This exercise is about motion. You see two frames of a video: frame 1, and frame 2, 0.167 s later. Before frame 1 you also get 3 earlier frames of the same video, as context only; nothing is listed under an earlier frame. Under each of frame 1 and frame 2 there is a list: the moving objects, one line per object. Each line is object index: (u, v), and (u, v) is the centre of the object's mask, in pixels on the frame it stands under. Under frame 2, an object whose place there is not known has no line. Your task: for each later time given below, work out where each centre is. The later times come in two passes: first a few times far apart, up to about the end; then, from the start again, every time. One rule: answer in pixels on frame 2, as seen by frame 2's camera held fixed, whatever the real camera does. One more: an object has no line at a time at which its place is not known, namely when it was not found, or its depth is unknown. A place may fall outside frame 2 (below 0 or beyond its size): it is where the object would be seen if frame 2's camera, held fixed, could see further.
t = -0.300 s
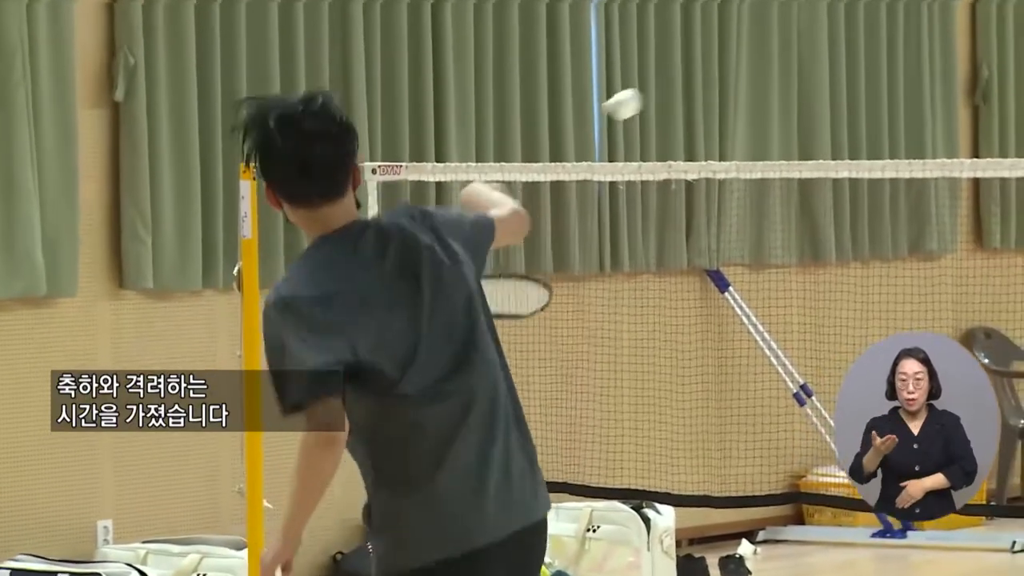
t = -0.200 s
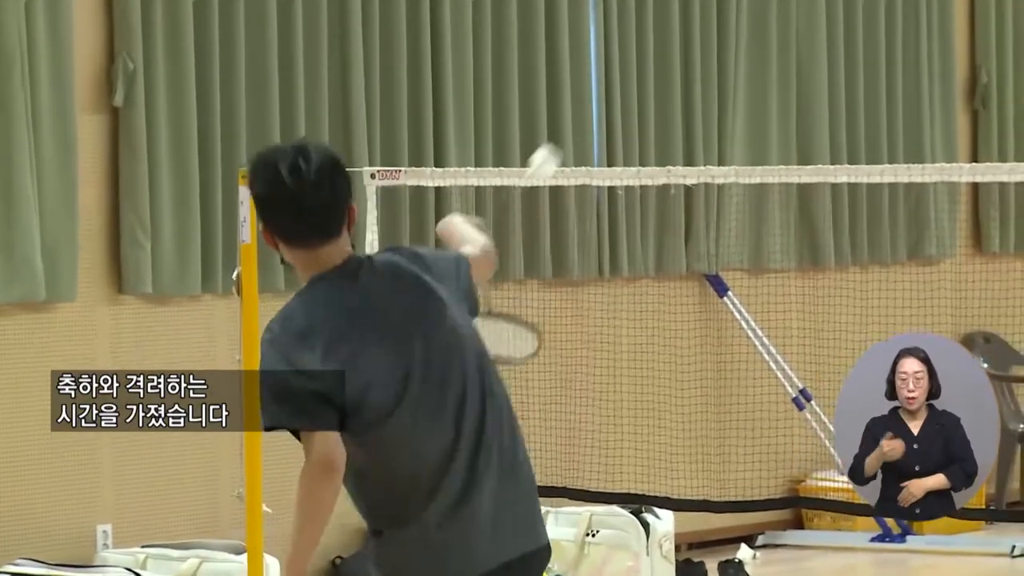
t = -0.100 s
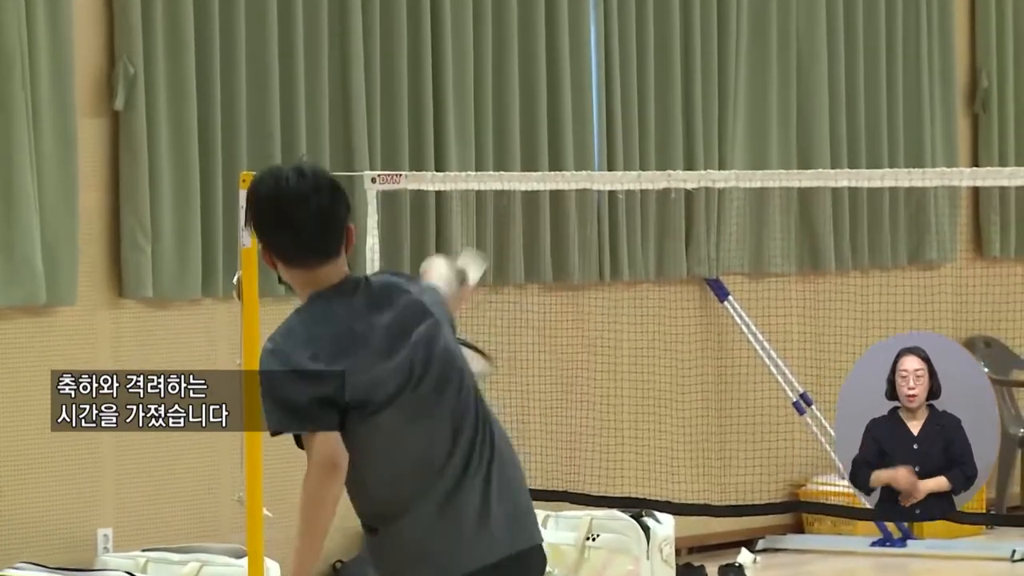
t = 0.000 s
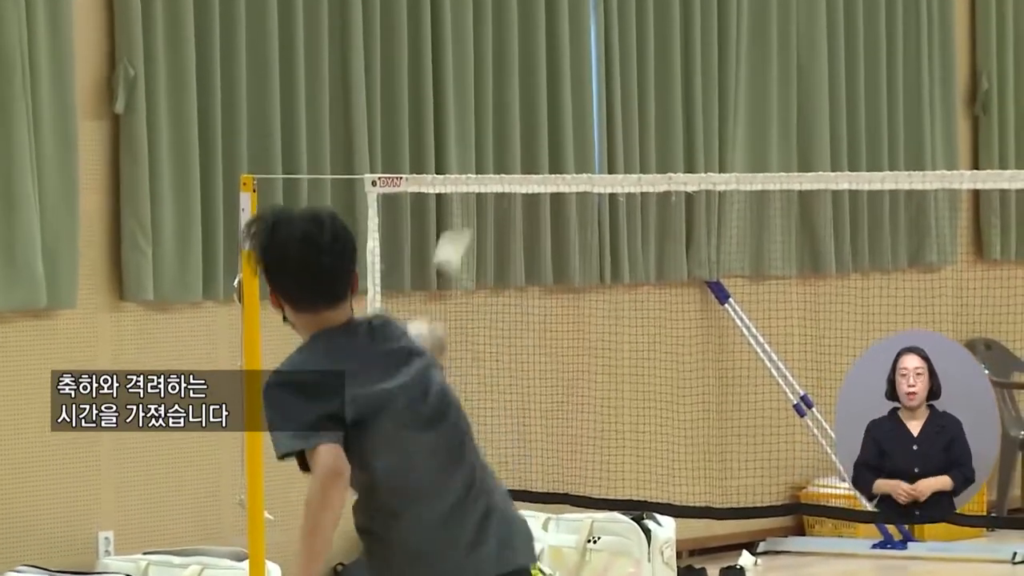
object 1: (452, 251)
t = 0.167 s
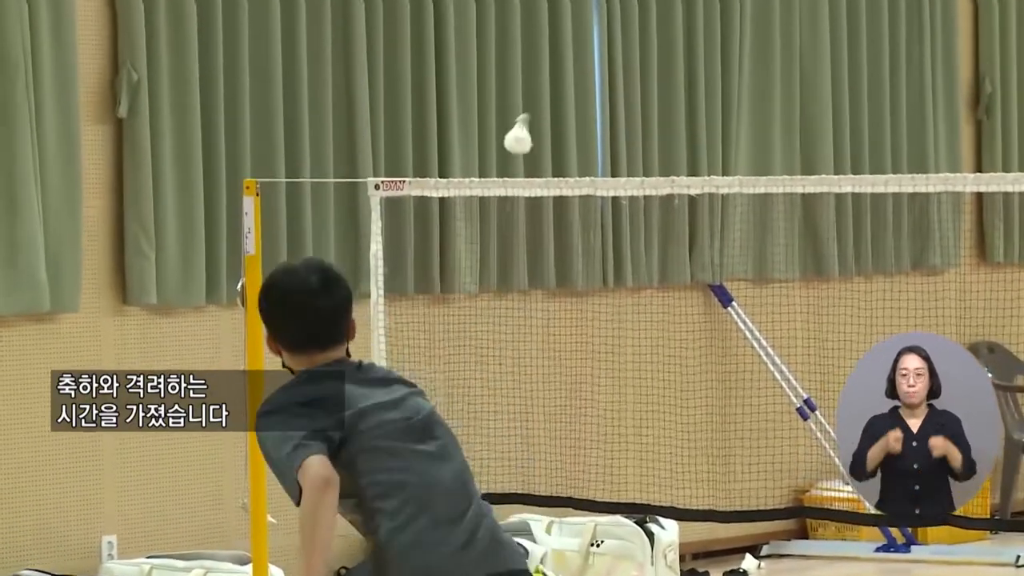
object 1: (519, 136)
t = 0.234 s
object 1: (534, 117)
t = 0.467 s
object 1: (616, 206)
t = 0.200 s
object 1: (525, 125)
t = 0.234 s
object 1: (534, 117)
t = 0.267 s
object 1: (544, 112)
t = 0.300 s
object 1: (558, 111)
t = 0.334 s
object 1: (572, 117)
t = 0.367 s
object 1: (586, 131)
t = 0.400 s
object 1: (598, 151)
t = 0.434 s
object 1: (610, 167)
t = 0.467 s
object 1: (616, 206)
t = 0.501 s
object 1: (625, 229)
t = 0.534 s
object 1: (629, 265)
